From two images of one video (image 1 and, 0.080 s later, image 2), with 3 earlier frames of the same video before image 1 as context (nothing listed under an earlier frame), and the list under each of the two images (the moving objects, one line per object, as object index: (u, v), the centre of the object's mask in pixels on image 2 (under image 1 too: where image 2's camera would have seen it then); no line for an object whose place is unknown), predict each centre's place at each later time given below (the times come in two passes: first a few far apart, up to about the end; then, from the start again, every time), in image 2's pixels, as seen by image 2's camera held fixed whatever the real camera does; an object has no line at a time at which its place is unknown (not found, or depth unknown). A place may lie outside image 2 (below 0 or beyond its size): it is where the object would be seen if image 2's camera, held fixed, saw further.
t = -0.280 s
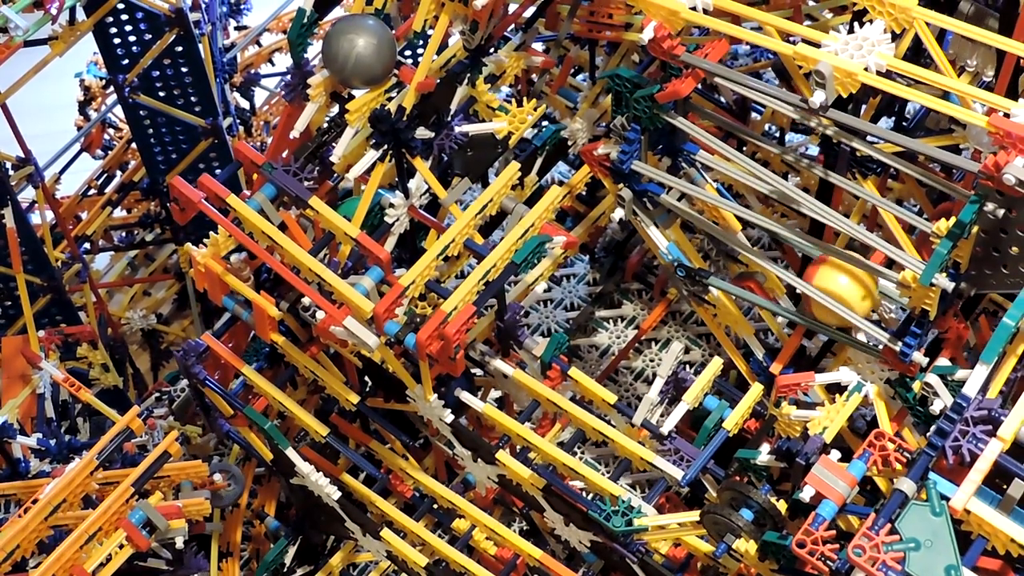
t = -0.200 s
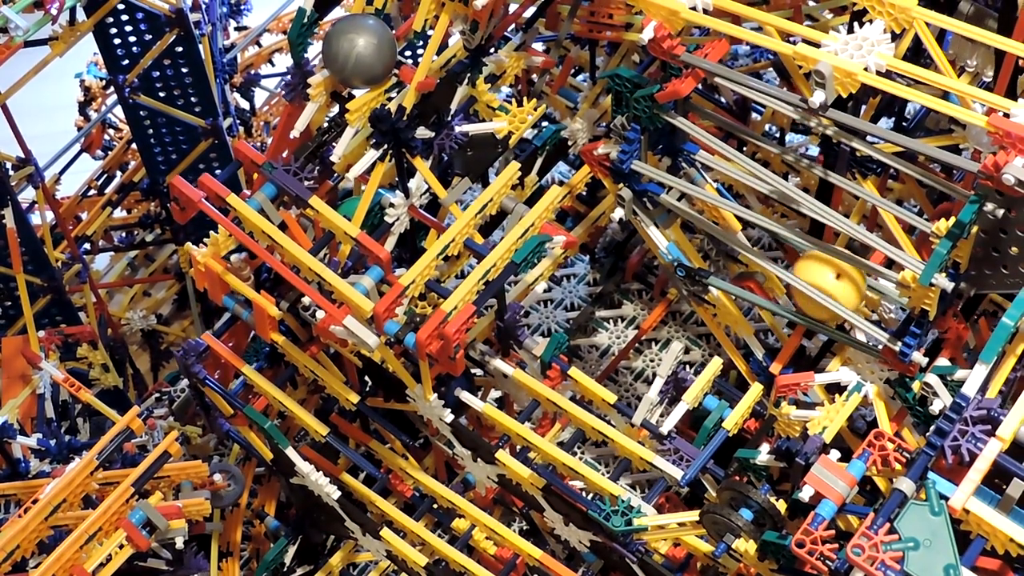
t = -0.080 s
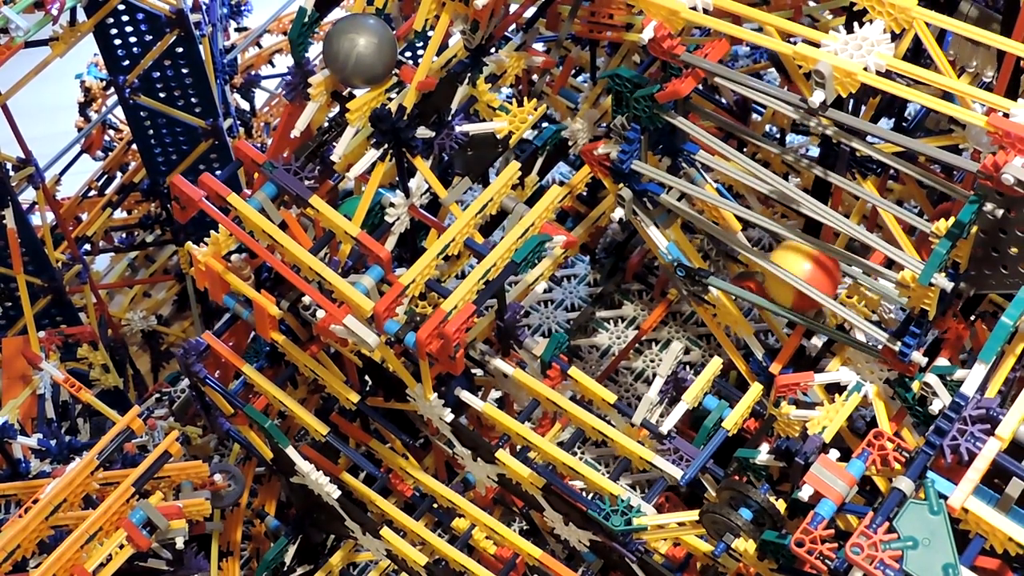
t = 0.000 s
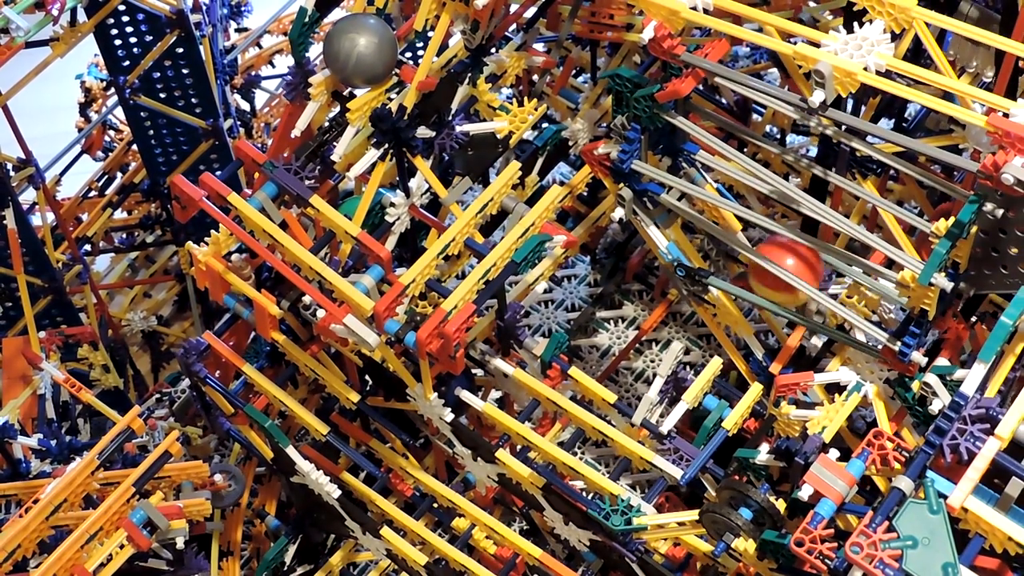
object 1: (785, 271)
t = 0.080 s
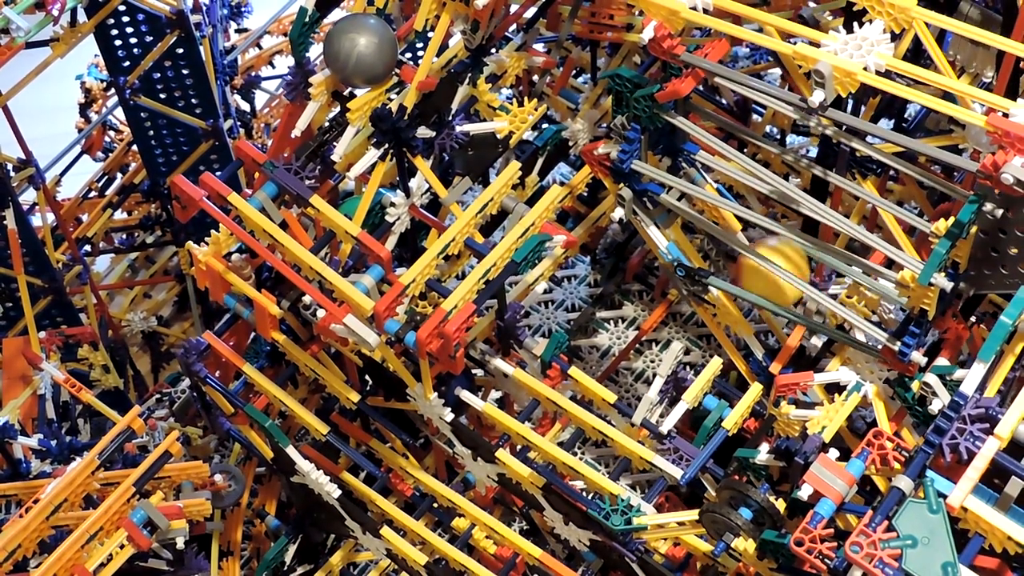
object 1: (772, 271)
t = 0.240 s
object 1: (781, 347)
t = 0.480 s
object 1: (703, 405)
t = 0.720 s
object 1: (612, 447)
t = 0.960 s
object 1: (515, 386)
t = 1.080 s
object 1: (468, 361)
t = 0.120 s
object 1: (771, 277)
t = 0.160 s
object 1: (774, 303)
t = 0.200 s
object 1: (782, 331)
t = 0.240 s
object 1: (781, 347)
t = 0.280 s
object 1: (769, 354)
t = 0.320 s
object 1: (753, 363)
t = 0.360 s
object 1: (737, 371)
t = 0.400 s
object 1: (720, 378)
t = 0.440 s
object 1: (712, 391)
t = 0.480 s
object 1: (703, 405)
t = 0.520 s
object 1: (691, 421)
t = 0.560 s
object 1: (679, 436)
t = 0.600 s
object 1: (661, 451)
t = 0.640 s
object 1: (641, 461)
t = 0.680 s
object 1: (626, 457)
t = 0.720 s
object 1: (612, 447)
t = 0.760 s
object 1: (597, 439)
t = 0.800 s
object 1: (582, 430)
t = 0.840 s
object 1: (566, 420)
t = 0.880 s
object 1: (550, 410)
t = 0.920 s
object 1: (533, 399)
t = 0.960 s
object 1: (515, 386)
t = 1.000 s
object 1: (498, 374)
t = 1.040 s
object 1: (480, 366)
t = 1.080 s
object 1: (468, 361)
